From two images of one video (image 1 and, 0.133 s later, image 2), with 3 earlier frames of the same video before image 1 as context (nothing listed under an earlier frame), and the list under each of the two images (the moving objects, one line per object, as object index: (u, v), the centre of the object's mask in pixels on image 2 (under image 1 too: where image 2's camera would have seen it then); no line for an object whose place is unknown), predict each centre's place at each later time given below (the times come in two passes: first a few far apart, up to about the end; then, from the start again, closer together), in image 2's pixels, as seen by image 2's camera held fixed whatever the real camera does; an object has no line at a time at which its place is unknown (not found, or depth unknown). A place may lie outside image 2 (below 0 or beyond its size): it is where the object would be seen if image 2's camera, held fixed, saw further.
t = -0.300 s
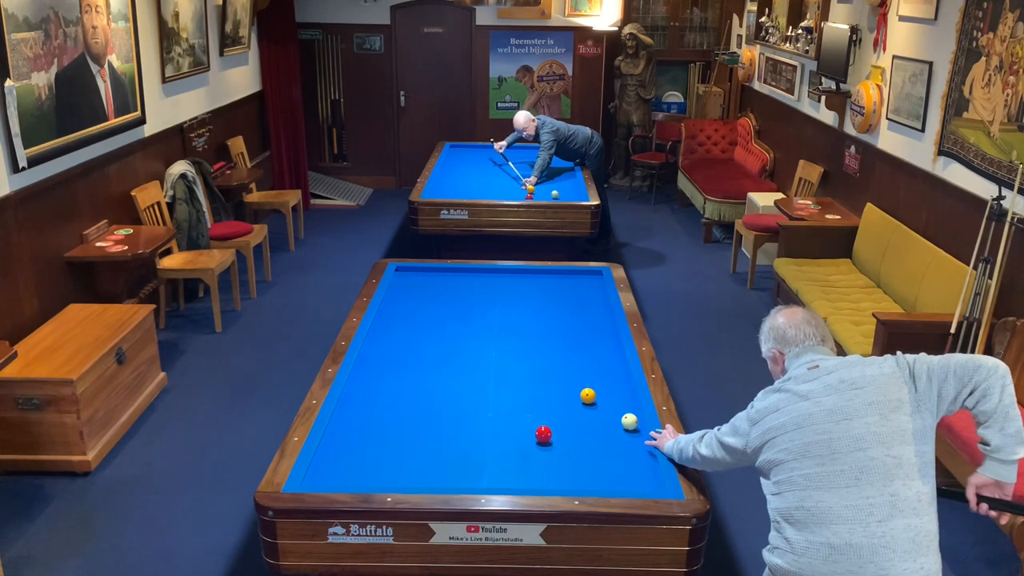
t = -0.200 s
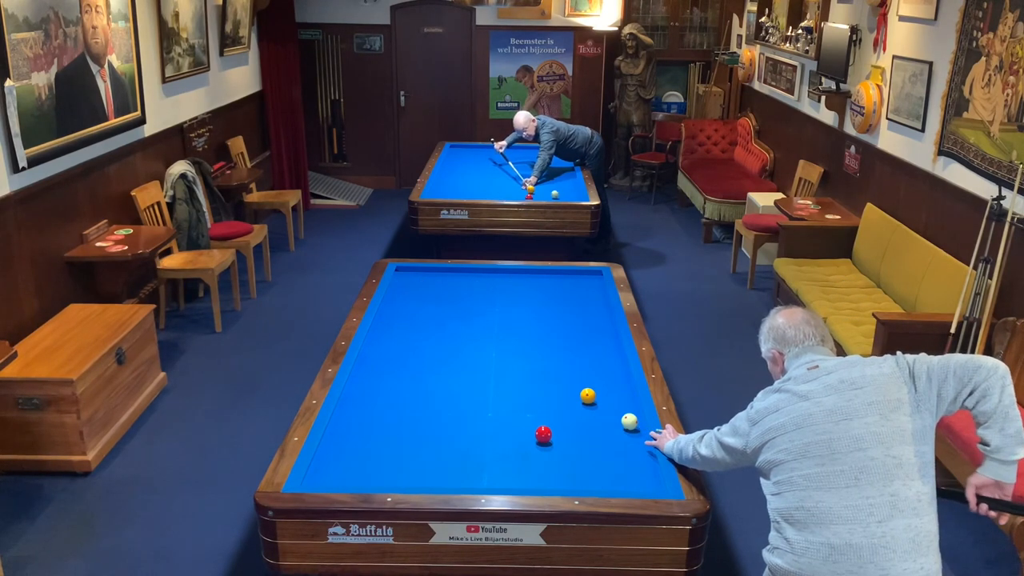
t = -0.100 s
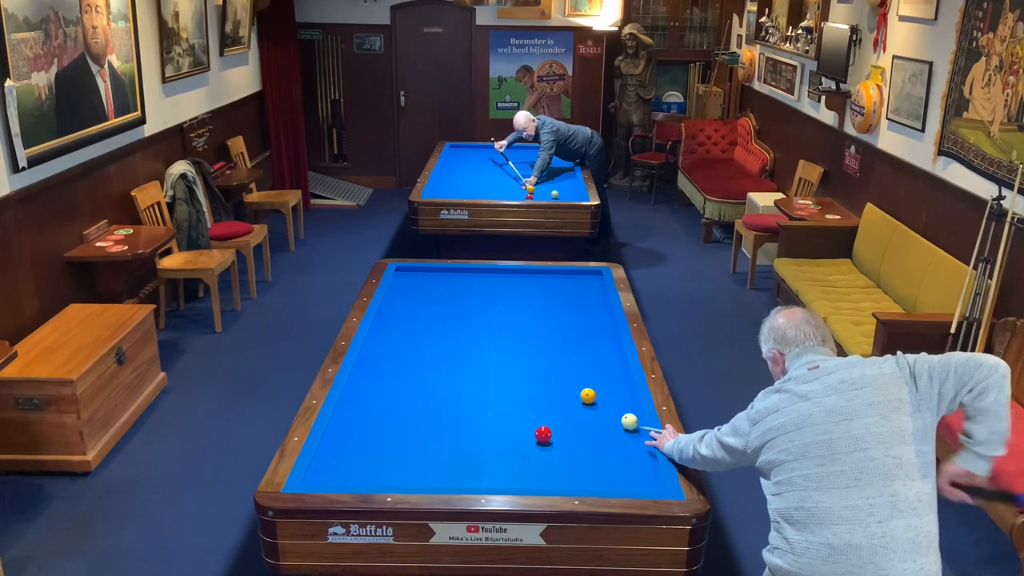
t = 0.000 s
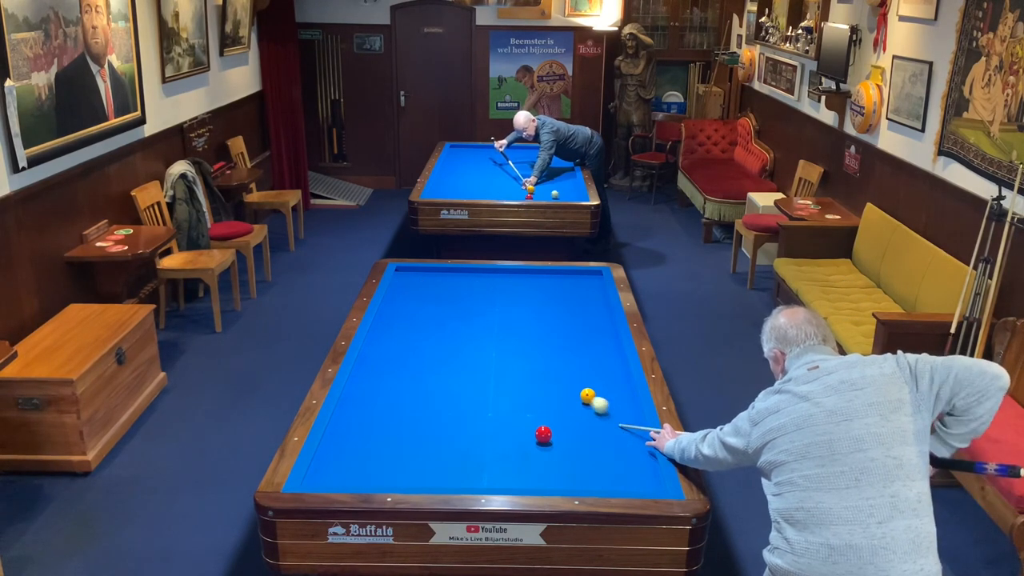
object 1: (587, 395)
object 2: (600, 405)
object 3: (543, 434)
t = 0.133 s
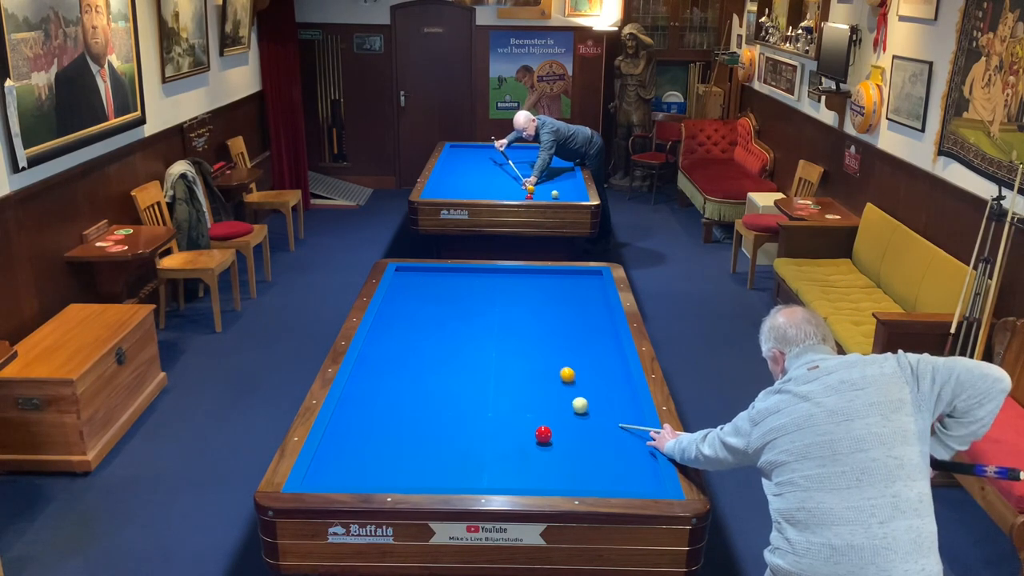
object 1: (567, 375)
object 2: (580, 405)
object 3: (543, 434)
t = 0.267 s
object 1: (548, 356)
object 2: (569, 410)
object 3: (543, 434)
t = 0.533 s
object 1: (520, 327)
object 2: (554, 421)
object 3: (543, 434)
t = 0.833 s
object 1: (492, 300)
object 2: (543, 427)
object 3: (538, 441)
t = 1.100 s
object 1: (472, 279)
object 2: (535, 431)
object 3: (530, 451)
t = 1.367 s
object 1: (455, 277)
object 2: (528, 433)
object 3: (523, 460)
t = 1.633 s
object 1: (438, 287)
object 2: (521, 435)
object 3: (516, 469)
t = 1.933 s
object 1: (418, 298)
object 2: (515, 437)
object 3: (508, 479)
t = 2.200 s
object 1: (399, 309)
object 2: (510, 439)
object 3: (502, 481)
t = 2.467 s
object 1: (380, 321)
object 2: (505, 440)
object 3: (498, 479)
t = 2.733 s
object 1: (383, 331)
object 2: (501, 441)
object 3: (494, 475)
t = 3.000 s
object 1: (386, 343)
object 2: (498, 442)
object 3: (491, 471)
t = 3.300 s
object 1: (391, 356)
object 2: (495, 443)
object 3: (488, 468)
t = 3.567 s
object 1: (395, 368)
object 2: (494, 444)
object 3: (486, 466)
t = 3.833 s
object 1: (399, 381)
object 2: (493, 444)
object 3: (483, 464)
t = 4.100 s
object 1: (403, 394)
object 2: (493, 445)
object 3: (481, 463)
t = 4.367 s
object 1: (407, 407)
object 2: (493, 444)
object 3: (480, 462)
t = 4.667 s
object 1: (413, 423)
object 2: (493, 444)
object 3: (479, 461)
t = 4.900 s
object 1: (417, 436)
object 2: (493, 444)
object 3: (479, 461)
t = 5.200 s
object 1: (422, 453)
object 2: (493, 444)
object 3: (479, 461)
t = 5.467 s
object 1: (427, 468)
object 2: (493, 444)
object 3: (479, 461)
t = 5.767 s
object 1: (434, 480)
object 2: (493, 444)
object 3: (479, 461)
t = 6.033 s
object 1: (445, 474)
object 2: (493, 444)
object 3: (479, 461)
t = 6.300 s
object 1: (455, 467)
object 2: (493, 444)
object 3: (479, 461)
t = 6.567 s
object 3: (482, 461)
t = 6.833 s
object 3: (488, 460)
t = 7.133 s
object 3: (493, 459)
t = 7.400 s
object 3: (497, 459)
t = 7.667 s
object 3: (500, 459)
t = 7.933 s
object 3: (502, 459)
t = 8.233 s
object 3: (503, 459)
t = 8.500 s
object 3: (503, 459)
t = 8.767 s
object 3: (503, 459)
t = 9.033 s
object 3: (503, 459)
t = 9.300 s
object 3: (503, 459)
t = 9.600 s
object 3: (503, 459)
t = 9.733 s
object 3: (503, 459)
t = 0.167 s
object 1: (562, 370)
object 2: (576, 406)
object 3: (543, 434)
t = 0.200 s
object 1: (557, 365)
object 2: (574, 407)
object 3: (543, 434)
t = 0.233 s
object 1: (553, 360)
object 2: (571, 408)
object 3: (543, 434)
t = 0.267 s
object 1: (548, 356)
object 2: (569, 410)
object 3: (543, 434)
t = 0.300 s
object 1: (544, 352)
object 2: (567, 411)
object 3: (543, 434)
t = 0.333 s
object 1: (540, 348)
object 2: (565, 413)
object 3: (543, 434)
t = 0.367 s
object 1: (537, 344)
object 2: (563, 414)
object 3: (543, 434)
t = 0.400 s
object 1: (533, 341)
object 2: (561, 416)
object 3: (543, 434)
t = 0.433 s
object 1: (530, 337)
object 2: (560, 417)
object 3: (543, 434)
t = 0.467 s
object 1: (526, 334)
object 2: (558, 419)
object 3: (543, 434)
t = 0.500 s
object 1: (523, 330)
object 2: (556, 420)
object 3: (543, 434)
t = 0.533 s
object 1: (520, 327)
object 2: (554, 421)
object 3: (543, 434)
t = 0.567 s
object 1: (516, 323)
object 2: (552, 423)
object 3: (543, 434)
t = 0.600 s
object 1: (513, 320)
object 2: (551, 423)
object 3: (543, 435)
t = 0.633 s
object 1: (510, 317)
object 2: (549, 424)
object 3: (543, 435)
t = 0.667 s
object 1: (507, 314)
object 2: (548, 425)
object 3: (542, 436)
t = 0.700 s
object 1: (504, 311)
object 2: (547, 425)
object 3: (541, 437)
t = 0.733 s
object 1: (501, 308)
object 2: (546, 426)
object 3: (540, 438)
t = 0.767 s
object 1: (498, 305)
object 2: (544, 426)
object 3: (539, 439)
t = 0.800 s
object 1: (495, 302)
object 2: (544, 427)
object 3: (538, 440)
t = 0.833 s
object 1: (492, 300)
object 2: (543, 427)
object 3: (538, 441)
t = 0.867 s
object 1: (490, 297)
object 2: (542, 428)
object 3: (537, 443)
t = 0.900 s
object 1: (487, 294)
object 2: (541, 428)
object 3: (536, 444)
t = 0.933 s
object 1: (484, 291)
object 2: (540, 429)
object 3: (535, 445)
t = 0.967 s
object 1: (482, 289)
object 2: (539, 429)
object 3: (534, 446)
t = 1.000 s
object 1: (479, 286)
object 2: (538, 430)
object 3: (533, 447)
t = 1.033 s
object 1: (477, 284)
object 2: (536, 430)
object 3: (532, 448)
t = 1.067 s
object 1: (475, 281)
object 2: (536, 431)
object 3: (531, 450)
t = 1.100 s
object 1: (472, 279)
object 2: (535, 431)
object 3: (530, 451)
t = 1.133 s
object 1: (470, 276)
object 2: (534, 431)
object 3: (530, 452)
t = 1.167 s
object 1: (467, 274)
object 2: (533, 431)
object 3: (529, 453)
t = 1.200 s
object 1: (465, 272)
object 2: (532, 431)
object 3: (528, 454)
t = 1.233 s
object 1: (463, 270)
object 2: (531, 432)
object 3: (527, 455)
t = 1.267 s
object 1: (461, 272)
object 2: (530, 432)
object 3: (526, 456)
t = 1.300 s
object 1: (459, 273)
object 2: (529, 432)
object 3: (525, 458)
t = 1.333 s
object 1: (457, 275)
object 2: (529, 433)
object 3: (524, 459)
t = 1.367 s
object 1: (455, 277)
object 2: (528, 433)
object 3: (523, 460)
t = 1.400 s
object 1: (453, 278)
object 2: (527, 433)
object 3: (522, 461)
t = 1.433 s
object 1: (451, 280)
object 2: (526, 433)
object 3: (521, 462)
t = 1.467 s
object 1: (449, 281)
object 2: (525, 434)
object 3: (521, 464)
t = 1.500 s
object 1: (446, 282)
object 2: (525, 434)
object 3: (520, 465)
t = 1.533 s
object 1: (444, 283)
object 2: (524, 434)
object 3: (519, 466)
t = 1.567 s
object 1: (442, 284)
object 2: (523, 434)
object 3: (518, 467)
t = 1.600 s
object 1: (440, 286)
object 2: (522, 435)
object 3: (517, 468)
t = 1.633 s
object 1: (438, 287)
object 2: (521, 435)
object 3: (516, 469)
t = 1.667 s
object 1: (436, 288)
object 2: (521, 435)
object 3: (515, 470)
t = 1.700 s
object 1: (433, 289)
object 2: (520, 436)
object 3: (514, 472)
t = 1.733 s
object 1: (431, 291)
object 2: (519, 436)
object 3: (514, 473)
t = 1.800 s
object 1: (427, 293)
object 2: (518, 436)
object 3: (512, 475)
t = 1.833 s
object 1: (425, 294)
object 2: (517, 436)
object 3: (511, 476)
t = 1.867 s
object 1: (422, 296)
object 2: (516, 437)
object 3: (510, 477)
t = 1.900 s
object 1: (420, 297)
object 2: (516, 437)
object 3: (509, 478)
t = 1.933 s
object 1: (418, 298)
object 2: (515, 437)
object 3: (508, 479)
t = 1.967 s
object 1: (416, 300)
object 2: (514, 437)
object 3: (507, 479)
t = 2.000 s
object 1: (413, 301)
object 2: (514, 437)
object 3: (506, 480)
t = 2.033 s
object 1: (411, 302)
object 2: (513, 438)
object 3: (505, 481)
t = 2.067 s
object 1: (409, 304)
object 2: (512, 438)
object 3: (504, 481)
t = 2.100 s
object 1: (406, 305)
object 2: (511, 438)
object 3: (504, 482)
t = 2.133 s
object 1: (404, 307)
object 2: (511, 438)
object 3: (503, 482)
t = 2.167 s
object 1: (402, 308)
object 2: (510, 438)
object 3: (502, 481)
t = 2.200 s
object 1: (399, 309)
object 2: (510, 439)
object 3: (502, 481)
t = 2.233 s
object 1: (397, 311)
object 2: (509, 439)
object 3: (501, 481)
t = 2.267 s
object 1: (394, 312)
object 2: (508, 439)
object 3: (501, 481)
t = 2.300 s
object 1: (392, 314)
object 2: (508, 439)
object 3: (500, 480)
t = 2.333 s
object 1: (389, 315)
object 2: (507, 439)
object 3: (500, 480)
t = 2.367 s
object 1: (387, 316)
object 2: (507, 439)
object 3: (499, 479)
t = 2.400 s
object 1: (385, 318)
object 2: (506, 439)
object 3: (499, 479)
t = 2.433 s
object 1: (382, 319)
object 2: (506, 440)
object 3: (498, 479)
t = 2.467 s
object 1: (380, 321)
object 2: (505, 440)
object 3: (498, 479)
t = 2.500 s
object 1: (379, 322)
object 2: (505, 440)
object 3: (497, 478)
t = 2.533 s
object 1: (380, 323)
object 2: (504, 440)
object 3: (497, 478)
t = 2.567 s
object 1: (380, 325)
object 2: (503, 440)
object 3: (496, 477)
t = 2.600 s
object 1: (381, 326)
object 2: (503, 440)
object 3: (496, 477)
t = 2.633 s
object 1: (381, 327)
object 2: (503, 440)
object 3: (495, 476)
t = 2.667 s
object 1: (382, 329)
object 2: (502, 441)
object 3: (495, 476)
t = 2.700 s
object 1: (382, 330)
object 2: (501, 441)
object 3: (495, 475)
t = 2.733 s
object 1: (383, 331)
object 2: (501, 441)
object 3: (494, 475)
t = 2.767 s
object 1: (383, 333)
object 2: (501, 441)
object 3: (494, 475)
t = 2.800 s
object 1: (384, 334)
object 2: (500, 441)
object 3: (493, 474)
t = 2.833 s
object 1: (384, 335)
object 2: (500, 441)
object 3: (493, 474)
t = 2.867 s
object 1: (384, 337)
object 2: (499, 442)
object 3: (493, 473)
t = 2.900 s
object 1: (385, 338)
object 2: (499, 442)
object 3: (492, 473)
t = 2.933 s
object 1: (386, 340)
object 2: (499, 442)
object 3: (492, 472)
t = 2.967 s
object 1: (386, 341)
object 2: (498, 442)
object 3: (491, 472)
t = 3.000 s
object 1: (386, 343)
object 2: (498, 442)
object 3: (491, 471)
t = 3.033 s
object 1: (387, 344)
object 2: (498, 442)
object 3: (491, 471)
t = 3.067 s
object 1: (387, 346)
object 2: (497, 442)
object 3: (490, 470)
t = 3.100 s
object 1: (388, 347)
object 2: (497, 442)
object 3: (490, 470)
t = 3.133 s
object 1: (388, 348)
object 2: (497, 443)
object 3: (489, 470)
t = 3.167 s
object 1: (389, 350)
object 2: (496, 443)
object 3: (489, 470)
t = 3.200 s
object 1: (389, 351)
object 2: (496, 443)
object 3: (489, 469)
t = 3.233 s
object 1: (390, 353)
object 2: (496, 443)
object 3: (489, 469)
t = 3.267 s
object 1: (390, 354)
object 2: (496, 443)
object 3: (488, 468)
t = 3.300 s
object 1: (391, 356)
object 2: (495, 443)
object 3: (488, 468)
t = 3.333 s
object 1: (391, 357)
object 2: (495, 443)
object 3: (488, 468)
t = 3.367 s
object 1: (392, 359)
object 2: (495, 443)
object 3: (487, 467)
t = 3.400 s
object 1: (392, 360)
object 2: (495, 443)
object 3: (487, 467)
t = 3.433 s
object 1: (393, 362)
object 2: (494, 444)
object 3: (487, 467)
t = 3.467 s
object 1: (393, 363)
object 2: (494, 444)
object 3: (486, 467)
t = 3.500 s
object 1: (394, 365)
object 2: (494, 444)
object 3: (486, 466)
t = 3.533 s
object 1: (394, 366)
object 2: (494, 444)
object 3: (486, 466)
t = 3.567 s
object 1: (395, 368)
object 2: (494, 444)
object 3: (486, 466)
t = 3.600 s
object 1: (395, 369)
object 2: (494, 444)
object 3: (485, 466)
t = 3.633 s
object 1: (396, 371)
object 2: (494, 444)
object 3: (485, 465)
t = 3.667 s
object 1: (396, 373)
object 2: (493, 444)
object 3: (485, 465)
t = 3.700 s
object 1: (397, 374)
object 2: (493, 444)
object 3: (484, 465)
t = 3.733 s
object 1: (397, 376)
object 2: (493, 444)
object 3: (484, 465)
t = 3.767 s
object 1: (398, 377)
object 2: (493, 444)
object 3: (484, 464)
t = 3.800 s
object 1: (398, 379)
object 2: (493, 444)
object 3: (484, 464)
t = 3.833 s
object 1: (399, 381)
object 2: (493, 444)
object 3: (483, 464)
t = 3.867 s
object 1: (399, 382)
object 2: (493, 444)
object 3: (483, 464)
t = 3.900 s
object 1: (400, 384)
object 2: (493, 444)
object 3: (483, 464)
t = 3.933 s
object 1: (400, 385)
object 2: (493, 444)
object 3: (483, 463)
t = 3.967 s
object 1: (401, 387)
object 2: (493, 444)
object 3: (482, 463)
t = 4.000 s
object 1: (401, 389)
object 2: (493, 444)
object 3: (482, 463)
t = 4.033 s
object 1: (402, 390)
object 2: (493, 444)
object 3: (482, 463)
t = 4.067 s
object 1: (403, 392)
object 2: (493, 444)
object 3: (482, 463)
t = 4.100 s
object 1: (403, 394)
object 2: (493, 445)
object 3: (481, 463)
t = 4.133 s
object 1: (404, 395)
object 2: (493, 444)
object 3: (481, 463)
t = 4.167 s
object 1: (404, 397)
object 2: (493, 444)
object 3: (481, 462)
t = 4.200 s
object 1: (405, 399)
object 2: (493, 444)
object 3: (481, 462)
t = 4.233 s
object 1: (405, 400)
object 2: (493, 444)
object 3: (481, 462)
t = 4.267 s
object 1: (406, 402)
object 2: (493, 445)
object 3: (480, 462)
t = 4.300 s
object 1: (406, 404)
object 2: (493, 444)
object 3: (480, 462)
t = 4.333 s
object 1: (407, 405)
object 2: (493, 445)
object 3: (480, 462)
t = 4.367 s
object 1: (407, 407)
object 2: (493, 444)
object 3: (480, 462)
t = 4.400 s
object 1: (408, 409)
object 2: (493, 444)
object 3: (480, 462)
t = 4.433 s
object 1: (409, 410)
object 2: (493, 444)
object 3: (480, 462)
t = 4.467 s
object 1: (409, 412)
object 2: (493, 444)
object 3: (480, 462)
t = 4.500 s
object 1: (410, 414)
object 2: (493, 444)
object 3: (479, 462)
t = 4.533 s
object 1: (410, 416)
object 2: (493, 444)
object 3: (479, 461)
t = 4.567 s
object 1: (411, 418)
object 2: (493, 445)
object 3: (479, 461)
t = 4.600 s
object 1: (412, 419)
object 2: (493, 444)
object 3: (479, 461)
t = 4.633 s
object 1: (412, 421)
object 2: (493, 444)
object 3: (479, 461)
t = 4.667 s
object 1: (413, 423)
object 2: (493, 444)
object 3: (479, 461)
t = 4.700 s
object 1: (413, 425)
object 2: (493, 444)
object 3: (479, 461)
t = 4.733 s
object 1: (414, 426)
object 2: (493, 445)
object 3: (479, 461)
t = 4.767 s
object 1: (414, 428)
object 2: (493, 445)
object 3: (479, 461)
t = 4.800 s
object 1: (415, 430)
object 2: (493, 445)
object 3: (479, 461)
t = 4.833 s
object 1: (416, 432)
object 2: (493, 444)
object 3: (479, 461)
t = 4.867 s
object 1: (416, 434)
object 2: (493, 444)
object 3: (479, 461)
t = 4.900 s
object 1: (417, 436)
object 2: (493, 444)
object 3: (479, 461)
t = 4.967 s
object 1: (418, 439)
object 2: (493, 444)
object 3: (479, 461)
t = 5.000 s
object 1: (418, 441)
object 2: (493, 444)
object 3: (479, 461)
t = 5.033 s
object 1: (419, 443)
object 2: (493, 444)
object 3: (479, 461)
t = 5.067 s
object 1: (420, 445)
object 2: (493, 444)
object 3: (479, 461)
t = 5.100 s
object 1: (420, 447)
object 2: (493, 444)
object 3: (479, 461)
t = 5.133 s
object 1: (421, 449)
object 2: (493, 444)
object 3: (479, 461)
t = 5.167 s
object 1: (421, 451)
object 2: (493, 444)
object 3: (479, 461)
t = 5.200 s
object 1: (422, 453)
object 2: (493, 444)
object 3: (479, 461)
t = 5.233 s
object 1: (423, 455)
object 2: (493, 444)
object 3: (479, 461)
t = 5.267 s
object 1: (423, 456)
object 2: (493, 444)
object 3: (479, 461)
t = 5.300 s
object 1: (424, 458)
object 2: (493, 444)
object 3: (479, 461)
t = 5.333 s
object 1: (424, 460)
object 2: (493, 444)
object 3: (479, 461)
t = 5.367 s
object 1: (425, 462)
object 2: (493, 444)
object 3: (479, 461)
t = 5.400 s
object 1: (426, 464)
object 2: (493, 444)
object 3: (479, 461)
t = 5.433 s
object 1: (426, 466)
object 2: (493, 444)
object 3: (479, 461)
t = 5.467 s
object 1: (427, 468)
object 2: (493, 444)
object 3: (479, 461)
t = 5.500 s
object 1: (428, 470)
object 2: (493, 444)
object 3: (479, 461)
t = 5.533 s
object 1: (428, 472)
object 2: (493, 444)
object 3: (479, 461)
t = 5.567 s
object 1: (429, 474)
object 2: (493, 444)
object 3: (479, 461)
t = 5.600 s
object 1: (430, 476)
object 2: (493, 444)
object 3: (479, 461)
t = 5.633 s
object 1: (430, 477)
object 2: (493, 444)
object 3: (479, 461)
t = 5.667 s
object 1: (431, 479)
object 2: (493, 444)
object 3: (479, 461)
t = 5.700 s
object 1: (432, 480)
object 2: (493, 444)
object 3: (479, 461)
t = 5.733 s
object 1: (432, 481)
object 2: (493, 444)
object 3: (479, 461)
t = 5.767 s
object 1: (434, 480)
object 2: (493, 444)
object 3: (479, 461)
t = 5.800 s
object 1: (435, 480)
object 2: (493, 444)
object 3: (479, 461)
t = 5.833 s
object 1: (436, 479)
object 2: (493, 444)
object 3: (479, 461)
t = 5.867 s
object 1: (438, 478)
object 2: (493, 444)
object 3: (479, 461)
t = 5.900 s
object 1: (439, 478)
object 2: (493, 444)
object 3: (479, 461)
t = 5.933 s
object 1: (441, 477)
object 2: (493, 444)
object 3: (479, 461)
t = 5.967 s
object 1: (442, 476)
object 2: (493, 444)
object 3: (479, 461)
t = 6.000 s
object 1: (444, 475)
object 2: (493, 444)
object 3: (479, 461)
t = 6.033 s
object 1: (445, 474)
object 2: (493, 444)
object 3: (479, 461)
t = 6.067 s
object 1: (446, 473)
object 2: (493, 444)
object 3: (479, 461)
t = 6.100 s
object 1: (448, 472)
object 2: (493, 444)
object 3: (479, 461)
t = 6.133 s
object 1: (449, 471)
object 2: (493, 444)
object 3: (479, 461)
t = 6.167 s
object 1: (450, 470)
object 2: (493, 444)
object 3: (479, 461)
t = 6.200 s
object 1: (452, 469)
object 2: (493, 444)
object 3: (479, 461)
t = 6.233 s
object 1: (452, 469)
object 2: (493, 444)
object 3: (479, 461)
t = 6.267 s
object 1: (454, 468)
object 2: (493, 444)
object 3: (479, 461)
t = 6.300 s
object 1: (455, 467)
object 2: (493, 444)
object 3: (479, 461)
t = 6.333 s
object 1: (457, 465)
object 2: (493, 444)
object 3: (479, 461)
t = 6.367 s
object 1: (458, 465)
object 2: (493, 444)
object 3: (479, 461)
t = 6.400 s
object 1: (459, 464)
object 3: (479, 461)
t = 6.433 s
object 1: (460, 463)
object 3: (479, 461)
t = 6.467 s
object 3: (479, 461)
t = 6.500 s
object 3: (480, 461)
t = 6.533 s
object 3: (481, 461)
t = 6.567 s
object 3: (482, 461)
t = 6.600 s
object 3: (483, 461)
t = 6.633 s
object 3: (483, 460)
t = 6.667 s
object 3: (484, 460)
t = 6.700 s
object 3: (485, 460)
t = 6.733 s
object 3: (486, 460)
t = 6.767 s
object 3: (486, 460)
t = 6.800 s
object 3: (487, 460)
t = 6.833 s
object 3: (488, 460)
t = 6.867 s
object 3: (488, 460)
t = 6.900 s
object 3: (489, 460)
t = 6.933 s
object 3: (489, 460)
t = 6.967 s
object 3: (490, 459)
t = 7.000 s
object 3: (491, 459)
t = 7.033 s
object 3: (492, 459)
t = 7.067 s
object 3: (492, 459)
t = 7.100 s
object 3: (493, 459)
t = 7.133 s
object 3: (493, 459)
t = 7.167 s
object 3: (494, 459)
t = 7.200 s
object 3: (494, 459)
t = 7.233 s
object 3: (495, 459)
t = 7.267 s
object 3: (495, 459)
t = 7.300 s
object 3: (496, 459)
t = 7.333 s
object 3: (496, 459)
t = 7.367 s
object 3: (497, 459)
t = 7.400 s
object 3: (497, 459)
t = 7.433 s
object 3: (497, 459)
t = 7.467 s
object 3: (498, 459)
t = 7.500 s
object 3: (498, 459)
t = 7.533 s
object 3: (498, 459)
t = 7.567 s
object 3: (499, 459)
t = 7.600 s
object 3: (499, 459)
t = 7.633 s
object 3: (500, 459)
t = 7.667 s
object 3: (500, 459)
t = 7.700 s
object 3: (500, 459)
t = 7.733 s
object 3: (501, 459)
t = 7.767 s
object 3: (501, 459)
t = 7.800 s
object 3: (501, 459)
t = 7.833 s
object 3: (501, 459)
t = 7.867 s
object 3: (501, 459)
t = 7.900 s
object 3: (502, 459)
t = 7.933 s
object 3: (502, 459)
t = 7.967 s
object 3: (502, 459)
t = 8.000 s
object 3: (502, 459)
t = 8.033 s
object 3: (502, 459)
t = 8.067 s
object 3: (502, 459)
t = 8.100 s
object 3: (503, 459)
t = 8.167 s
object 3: (503, 459)
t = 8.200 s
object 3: (503, 459)
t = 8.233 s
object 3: (503, 459)
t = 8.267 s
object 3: (503, 459)
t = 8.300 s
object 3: (503, 459)
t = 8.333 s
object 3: (503, 459)
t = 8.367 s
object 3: (503, 459)
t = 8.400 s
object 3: (503, 459)
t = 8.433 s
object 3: (503, 459)
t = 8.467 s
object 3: (503, 459)
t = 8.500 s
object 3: (503, 459)
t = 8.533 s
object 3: (503, 459)
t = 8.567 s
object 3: (503, 459)
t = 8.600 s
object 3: (503, 459)
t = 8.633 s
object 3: (503, 459)
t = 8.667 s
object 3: (503, 459)
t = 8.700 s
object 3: (503, 459)
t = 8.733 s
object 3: (503, 459)
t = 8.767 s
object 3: (503, 459)
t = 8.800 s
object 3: (503, 459)
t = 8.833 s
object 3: (503, 459)
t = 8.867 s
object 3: (503, 459)
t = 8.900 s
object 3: (503, 459)
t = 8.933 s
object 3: (503, 459)
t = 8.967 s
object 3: (503, 459)
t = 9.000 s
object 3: (503, 459)
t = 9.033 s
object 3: (503, 459)
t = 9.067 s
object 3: (503, 459)
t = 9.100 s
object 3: (503, 459)
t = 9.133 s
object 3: (503, 459)
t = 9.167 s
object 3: (503, 459)
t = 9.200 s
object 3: (503, 459)
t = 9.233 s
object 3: (503, 459)
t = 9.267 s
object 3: (503, 459)
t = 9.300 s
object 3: (503, 459)
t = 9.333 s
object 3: (503, 459)
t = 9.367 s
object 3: (503, 459)
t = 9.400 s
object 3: (503, 459)
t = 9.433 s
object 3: (503, 459)
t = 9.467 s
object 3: (503, 459)
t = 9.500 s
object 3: (503, 459)
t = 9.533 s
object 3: (503, 459)
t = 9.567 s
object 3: (503, 459)
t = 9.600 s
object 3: (503, 459)
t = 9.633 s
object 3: (503, 459)
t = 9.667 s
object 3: (503, 459)
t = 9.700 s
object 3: (503, 459)
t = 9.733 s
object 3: (503, 459)
